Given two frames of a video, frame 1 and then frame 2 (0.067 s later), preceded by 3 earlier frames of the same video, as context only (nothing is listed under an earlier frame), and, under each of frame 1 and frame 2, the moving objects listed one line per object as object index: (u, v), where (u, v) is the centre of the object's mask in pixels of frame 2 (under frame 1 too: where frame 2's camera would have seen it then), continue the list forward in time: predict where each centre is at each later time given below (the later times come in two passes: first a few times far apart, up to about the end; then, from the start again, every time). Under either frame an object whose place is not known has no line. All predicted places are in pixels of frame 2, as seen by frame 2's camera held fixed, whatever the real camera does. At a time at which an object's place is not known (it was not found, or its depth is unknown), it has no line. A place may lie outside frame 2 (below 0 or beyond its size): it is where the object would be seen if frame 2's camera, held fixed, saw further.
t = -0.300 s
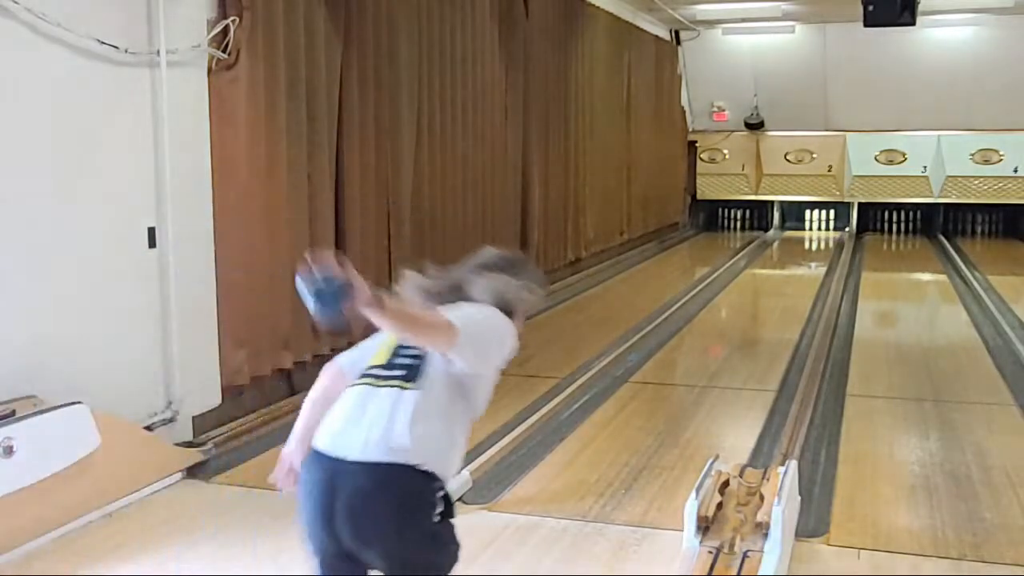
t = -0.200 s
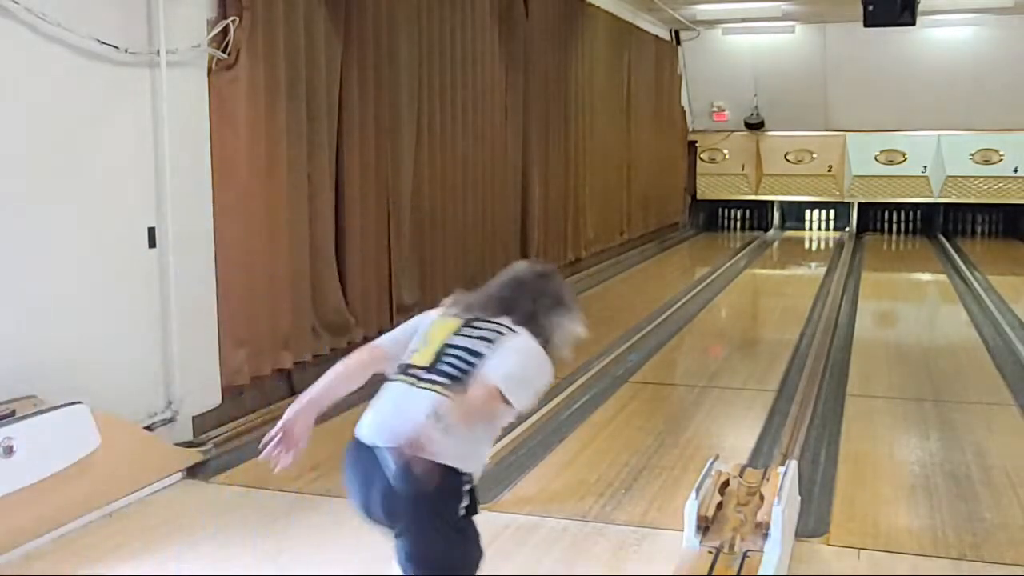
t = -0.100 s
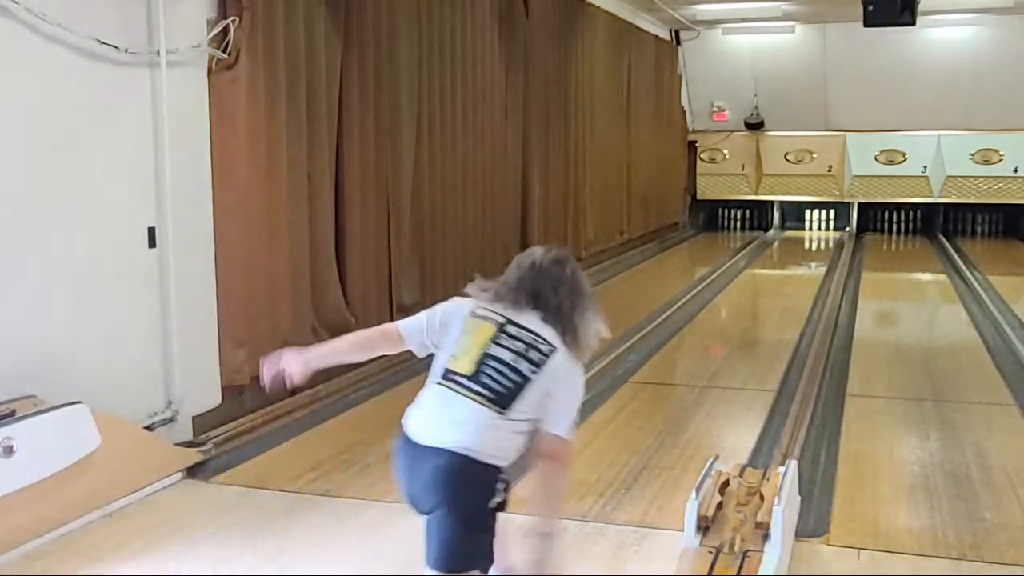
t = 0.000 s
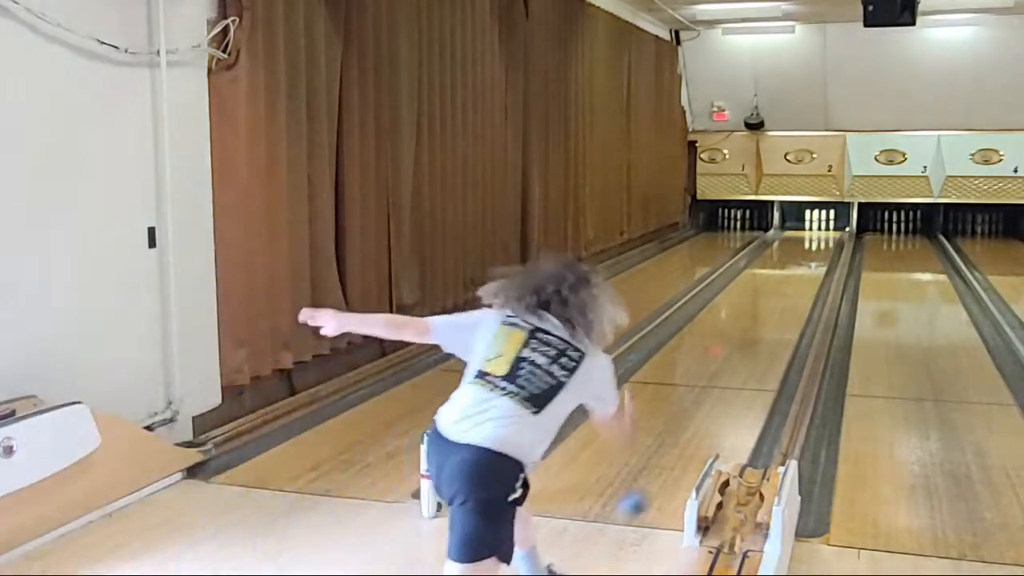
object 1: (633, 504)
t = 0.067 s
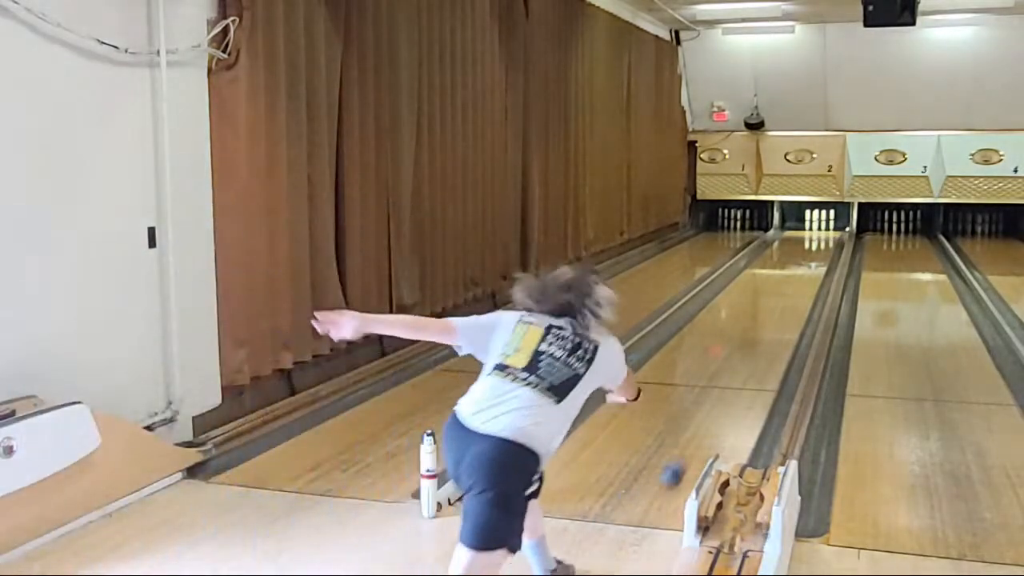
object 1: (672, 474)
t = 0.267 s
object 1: (739, 362)
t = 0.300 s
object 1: (746, 354)
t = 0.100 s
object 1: (688, 445)
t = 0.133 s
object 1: (702, 419)
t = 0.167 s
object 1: (712, 400)
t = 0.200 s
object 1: (723, 384)
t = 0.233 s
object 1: (731, 372)
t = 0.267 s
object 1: (739, 362)
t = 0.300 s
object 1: (746, 354)
